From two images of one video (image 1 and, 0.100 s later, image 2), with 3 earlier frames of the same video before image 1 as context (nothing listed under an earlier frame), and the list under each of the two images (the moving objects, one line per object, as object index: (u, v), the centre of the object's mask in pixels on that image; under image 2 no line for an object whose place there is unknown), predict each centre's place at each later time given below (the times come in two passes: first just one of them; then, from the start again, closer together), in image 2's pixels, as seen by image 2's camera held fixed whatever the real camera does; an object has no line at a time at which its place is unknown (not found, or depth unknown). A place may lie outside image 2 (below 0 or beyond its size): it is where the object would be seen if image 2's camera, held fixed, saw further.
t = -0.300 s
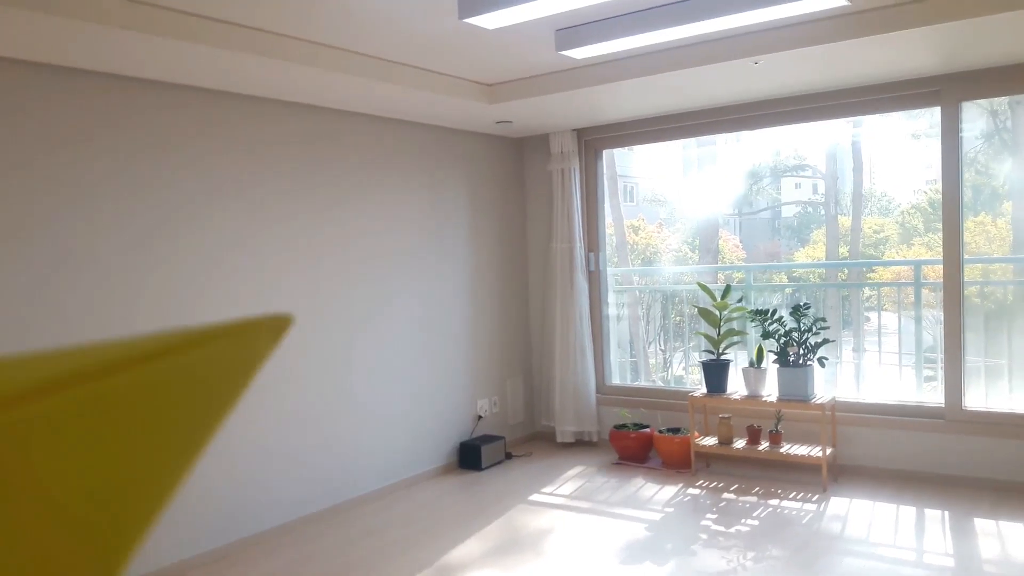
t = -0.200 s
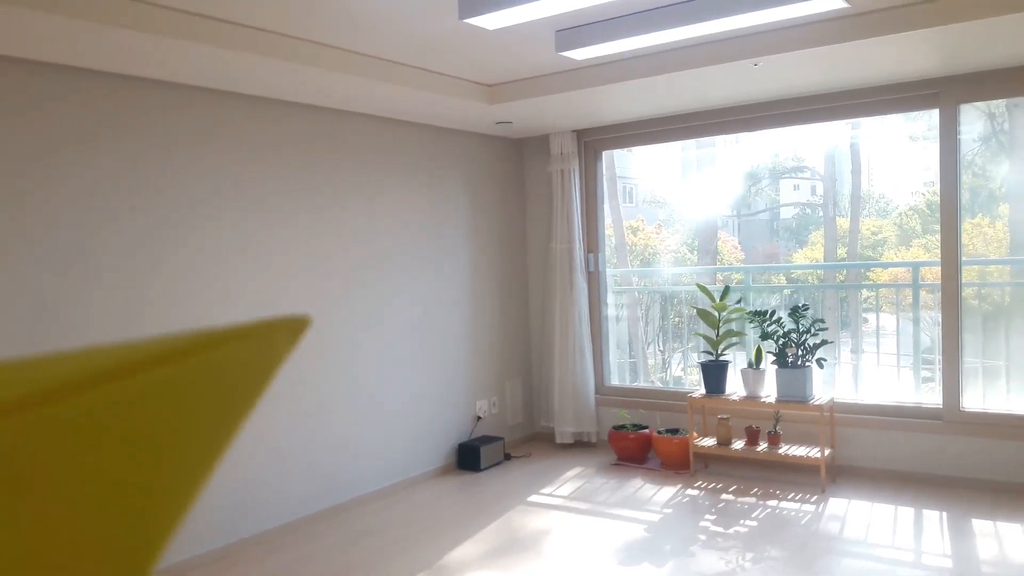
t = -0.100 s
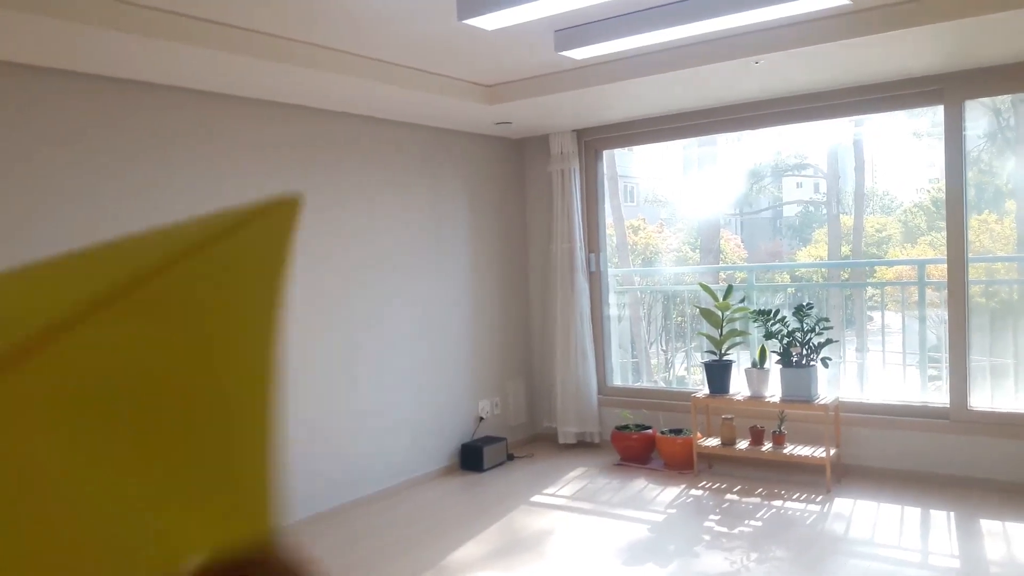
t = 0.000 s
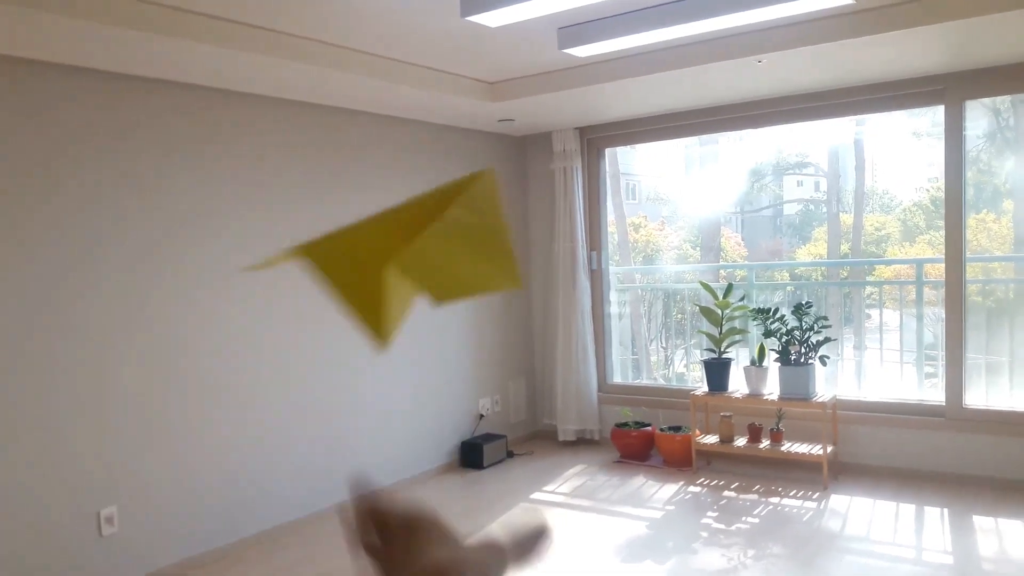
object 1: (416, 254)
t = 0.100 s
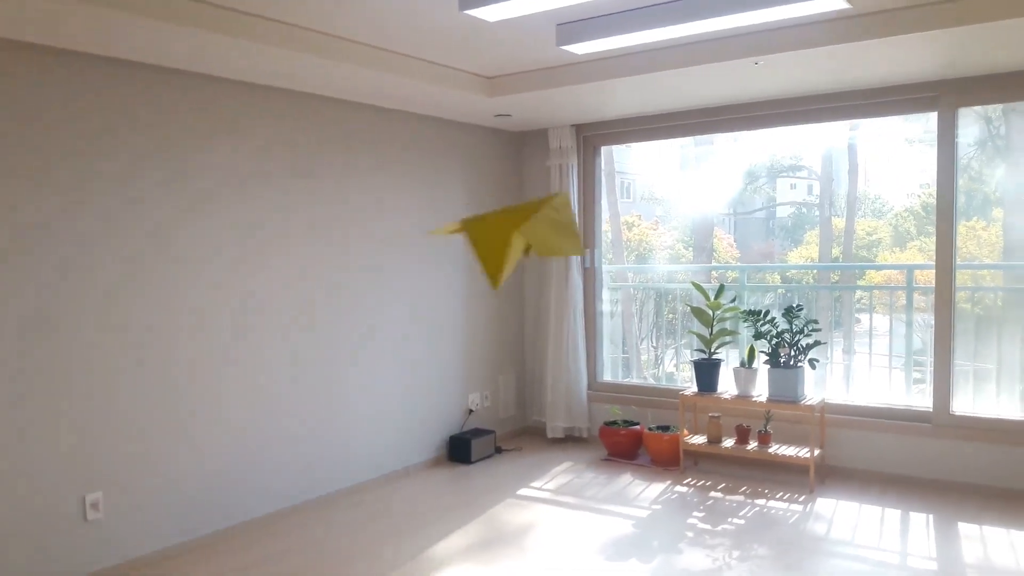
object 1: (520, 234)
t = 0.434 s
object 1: (669, 357)
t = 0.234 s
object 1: (597, 266)
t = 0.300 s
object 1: (623, 294)
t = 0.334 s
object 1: (634, 307)
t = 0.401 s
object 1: (656, 340)
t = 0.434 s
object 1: (669, 357)
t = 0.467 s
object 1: (679, 374)
